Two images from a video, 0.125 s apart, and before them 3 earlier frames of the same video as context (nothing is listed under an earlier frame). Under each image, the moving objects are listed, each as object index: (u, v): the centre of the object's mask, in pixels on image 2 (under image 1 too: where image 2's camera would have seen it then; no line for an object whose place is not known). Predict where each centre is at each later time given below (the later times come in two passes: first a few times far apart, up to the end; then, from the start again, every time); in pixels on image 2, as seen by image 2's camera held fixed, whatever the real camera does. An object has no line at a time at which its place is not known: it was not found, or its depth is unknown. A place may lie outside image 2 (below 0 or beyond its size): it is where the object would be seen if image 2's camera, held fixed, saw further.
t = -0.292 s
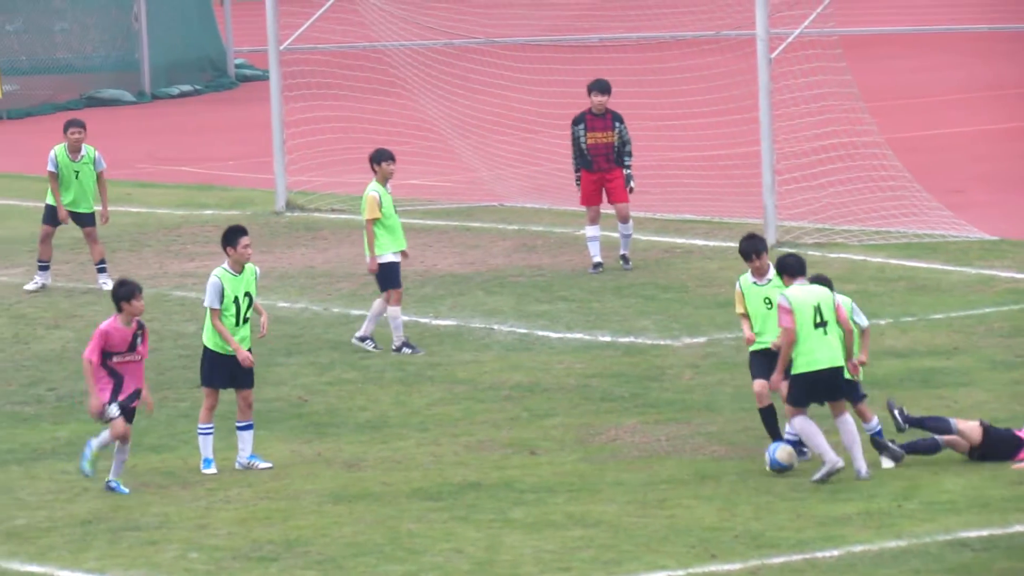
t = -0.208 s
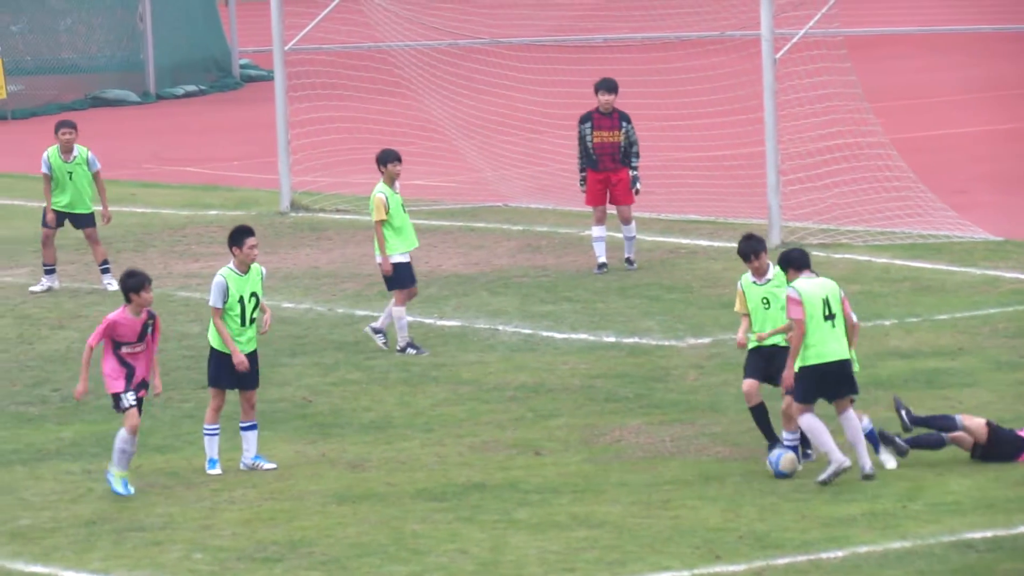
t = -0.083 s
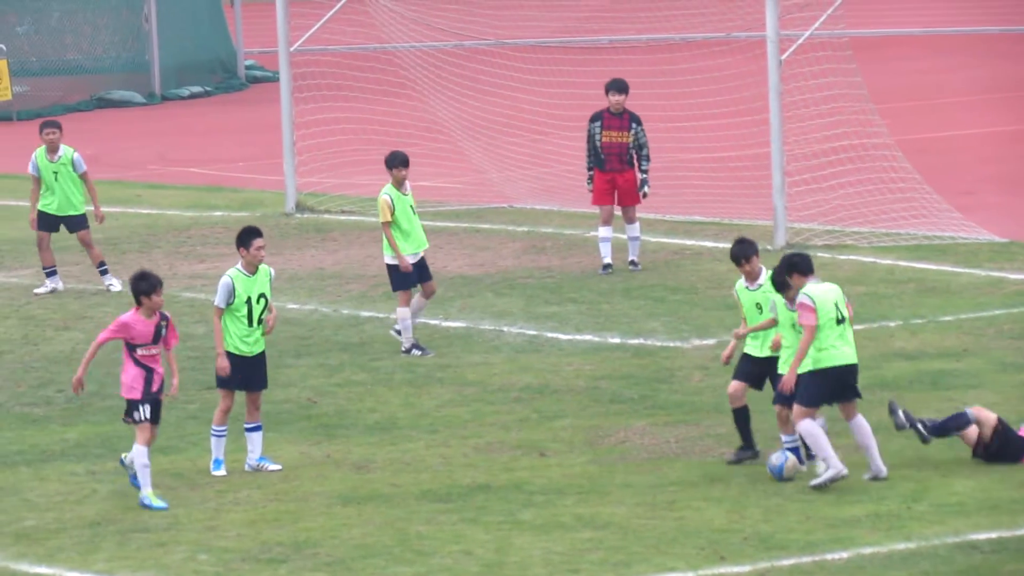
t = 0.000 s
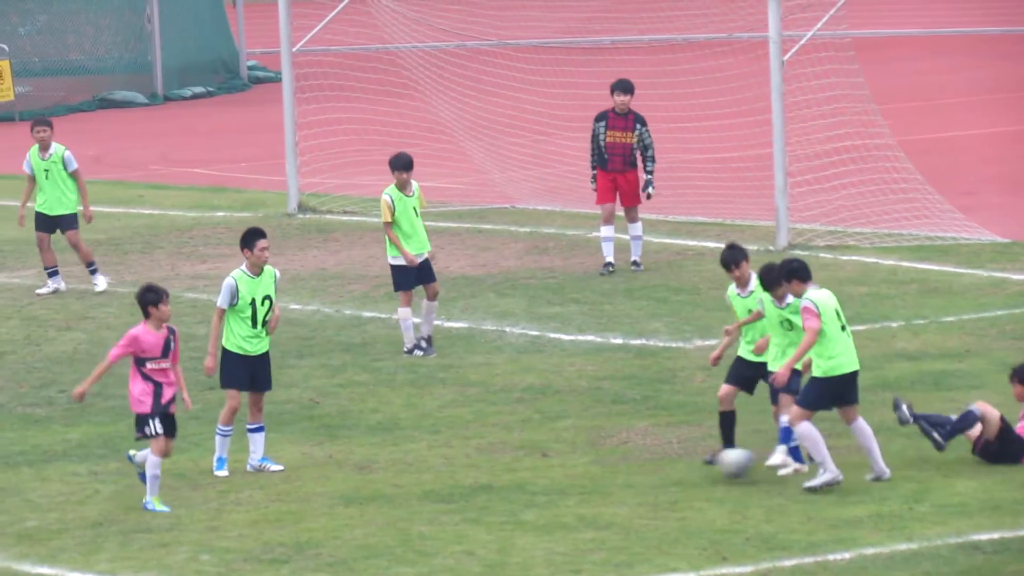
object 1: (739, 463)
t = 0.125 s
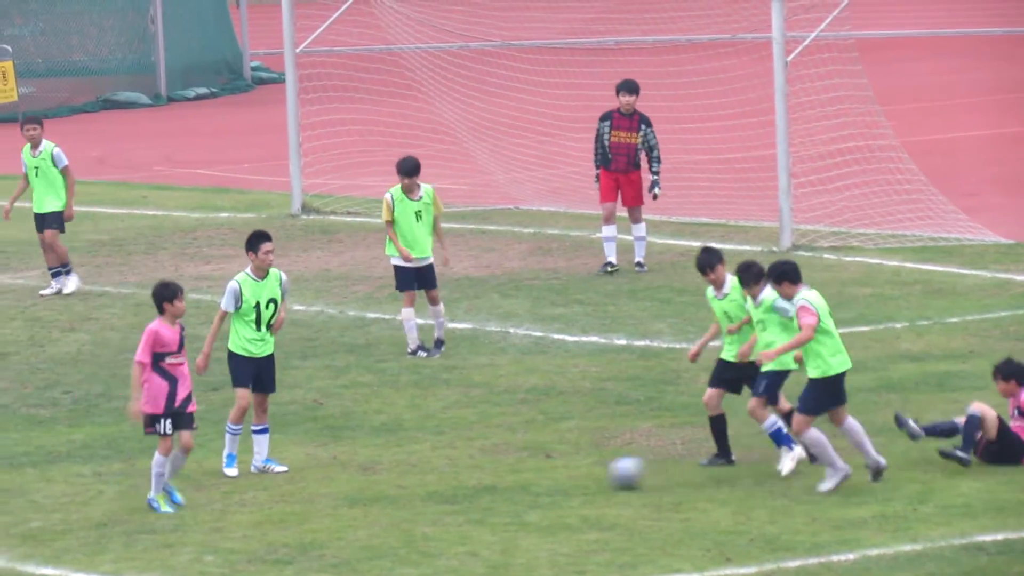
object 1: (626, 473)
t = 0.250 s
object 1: (532, 478)
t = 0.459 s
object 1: (410, 486)
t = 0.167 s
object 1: (590, 477)
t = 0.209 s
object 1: (560, 477)
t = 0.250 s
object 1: (532, 478)
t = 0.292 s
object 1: (504, 481)
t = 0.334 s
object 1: (479, 482)
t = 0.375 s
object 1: (456, 482)
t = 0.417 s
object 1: (432, 483)
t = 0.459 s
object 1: (410, 486)
